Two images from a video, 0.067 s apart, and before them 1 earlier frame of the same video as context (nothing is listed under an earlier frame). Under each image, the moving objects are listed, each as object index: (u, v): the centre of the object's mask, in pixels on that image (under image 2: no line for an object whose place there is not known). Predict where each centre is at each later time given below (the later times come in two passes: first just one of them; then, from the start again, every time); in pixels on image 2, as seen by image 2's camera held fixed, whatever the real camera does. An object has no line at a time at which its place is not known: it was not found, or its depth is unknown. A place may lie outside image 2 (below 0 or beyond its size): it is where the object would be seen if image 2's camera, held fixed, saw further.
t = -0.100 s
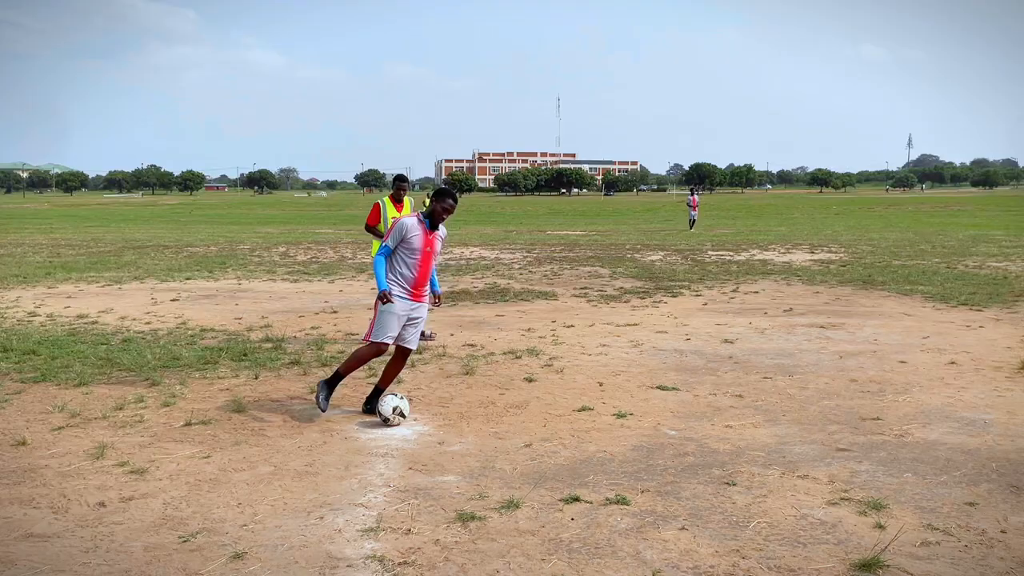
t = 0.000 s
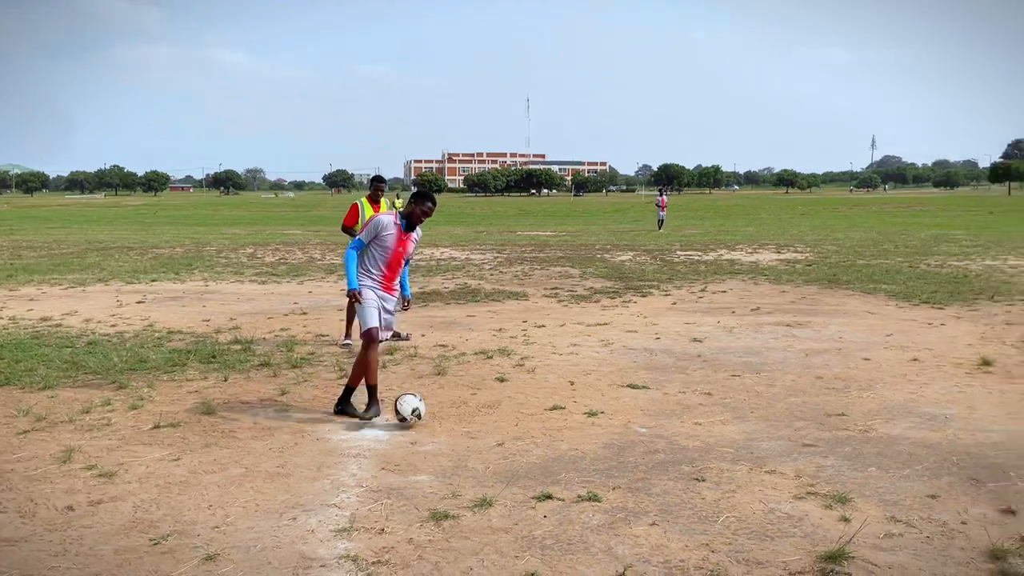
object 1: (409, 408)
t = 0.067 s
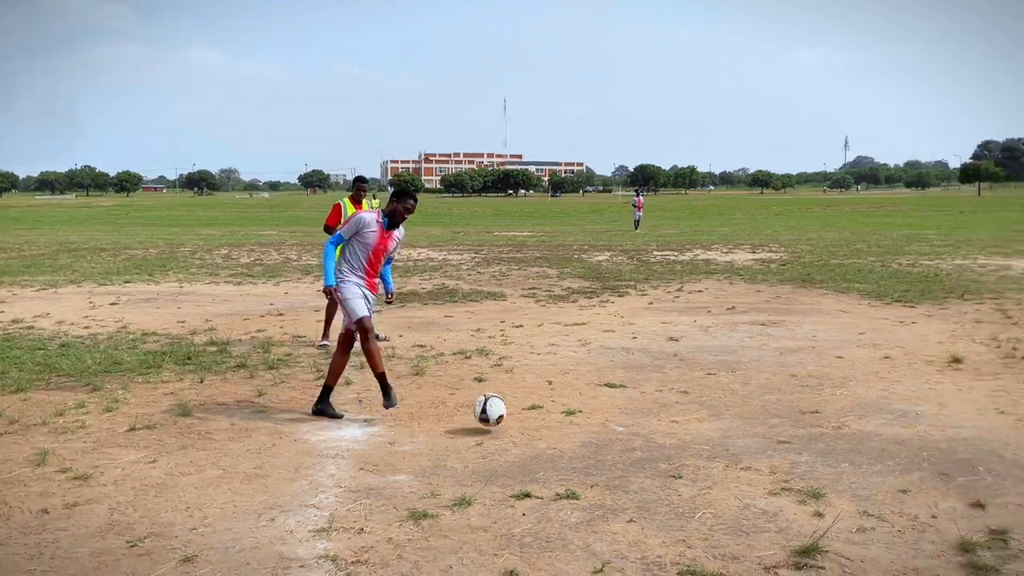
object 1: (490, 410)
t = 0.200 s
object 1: (695, 415)
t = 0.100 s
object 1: (543, 413)
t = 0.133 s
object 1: (596, 418)
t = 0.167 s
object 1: (646, 418)
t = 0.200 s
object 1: (695, 415)
